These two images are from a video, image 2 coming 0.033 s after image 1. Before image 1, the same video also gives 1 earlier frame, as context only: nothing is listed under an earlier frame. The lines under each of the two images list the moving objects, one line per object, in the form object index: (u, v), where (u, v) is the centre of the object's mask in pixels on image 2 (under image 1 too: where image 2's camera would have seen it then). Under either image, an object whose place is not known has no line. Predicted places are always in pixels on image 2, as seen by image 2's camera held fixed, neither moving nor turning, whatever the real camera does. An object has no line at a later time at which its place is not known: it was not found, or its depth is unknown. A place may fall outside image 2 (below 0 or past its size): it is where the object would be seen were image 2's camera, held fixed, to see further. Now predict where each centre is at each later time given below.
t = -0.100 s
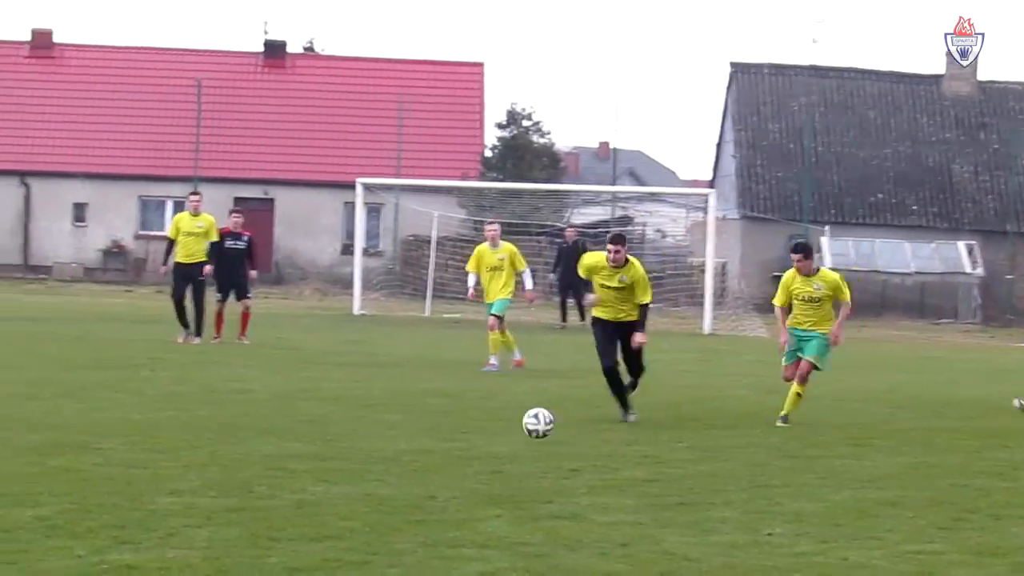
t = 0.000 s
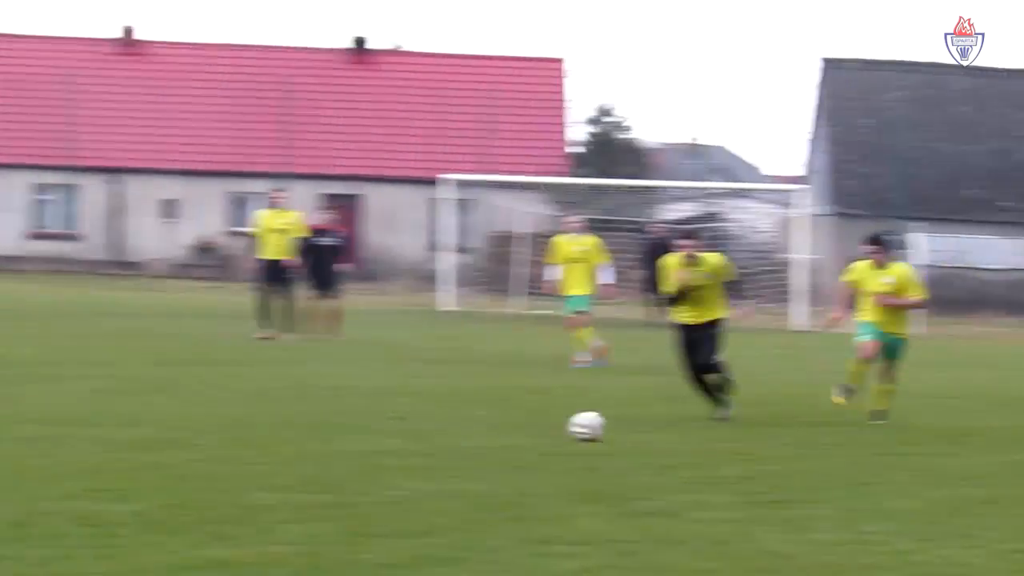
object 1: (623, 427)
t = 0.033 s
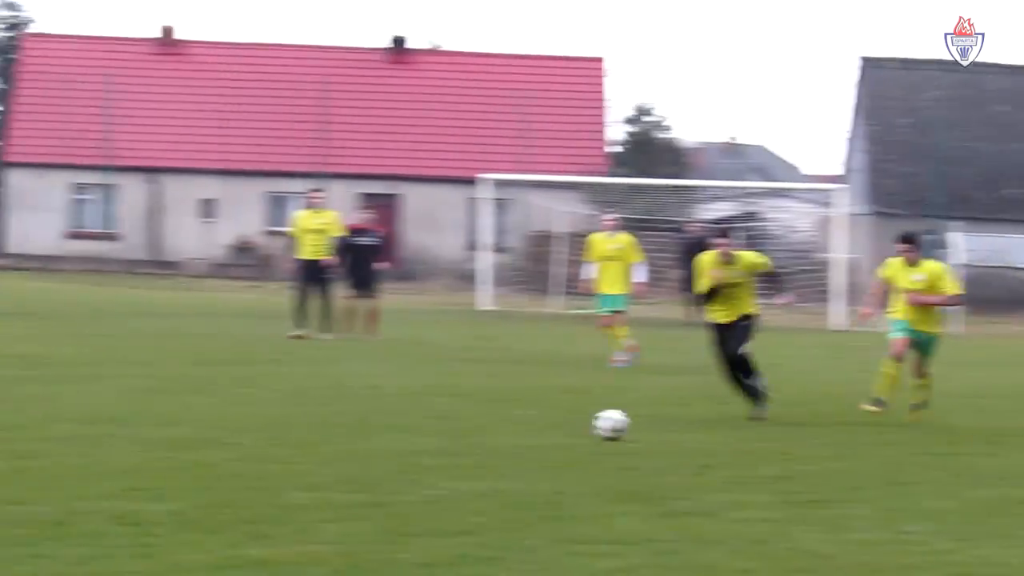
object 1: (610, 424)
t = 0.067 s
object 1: (599, 423)
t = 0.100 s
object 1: (587, 424)
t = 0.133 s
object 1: (574, 425)
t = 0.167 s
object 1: (562, 426)
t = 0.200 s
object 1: (550, 424)
